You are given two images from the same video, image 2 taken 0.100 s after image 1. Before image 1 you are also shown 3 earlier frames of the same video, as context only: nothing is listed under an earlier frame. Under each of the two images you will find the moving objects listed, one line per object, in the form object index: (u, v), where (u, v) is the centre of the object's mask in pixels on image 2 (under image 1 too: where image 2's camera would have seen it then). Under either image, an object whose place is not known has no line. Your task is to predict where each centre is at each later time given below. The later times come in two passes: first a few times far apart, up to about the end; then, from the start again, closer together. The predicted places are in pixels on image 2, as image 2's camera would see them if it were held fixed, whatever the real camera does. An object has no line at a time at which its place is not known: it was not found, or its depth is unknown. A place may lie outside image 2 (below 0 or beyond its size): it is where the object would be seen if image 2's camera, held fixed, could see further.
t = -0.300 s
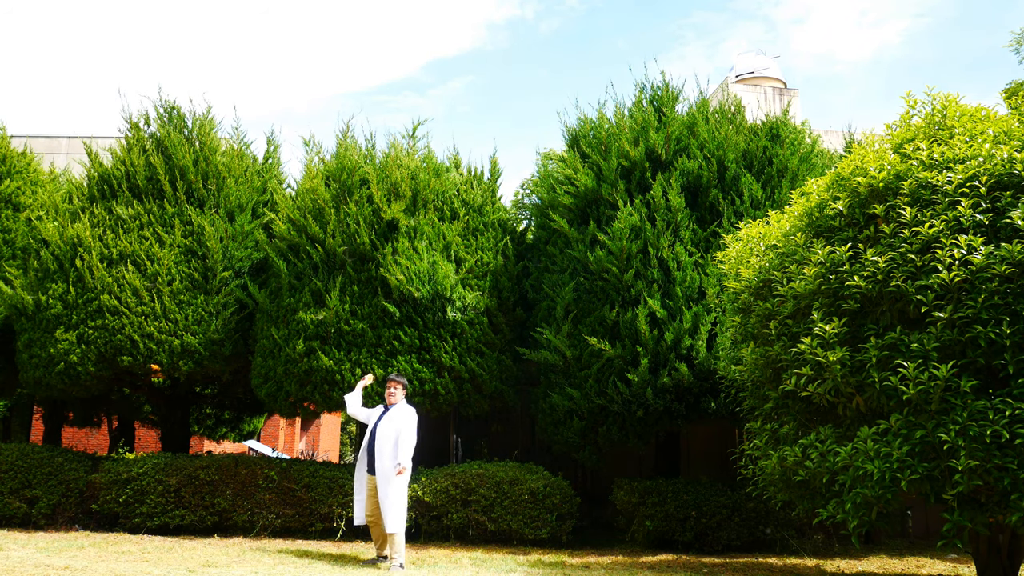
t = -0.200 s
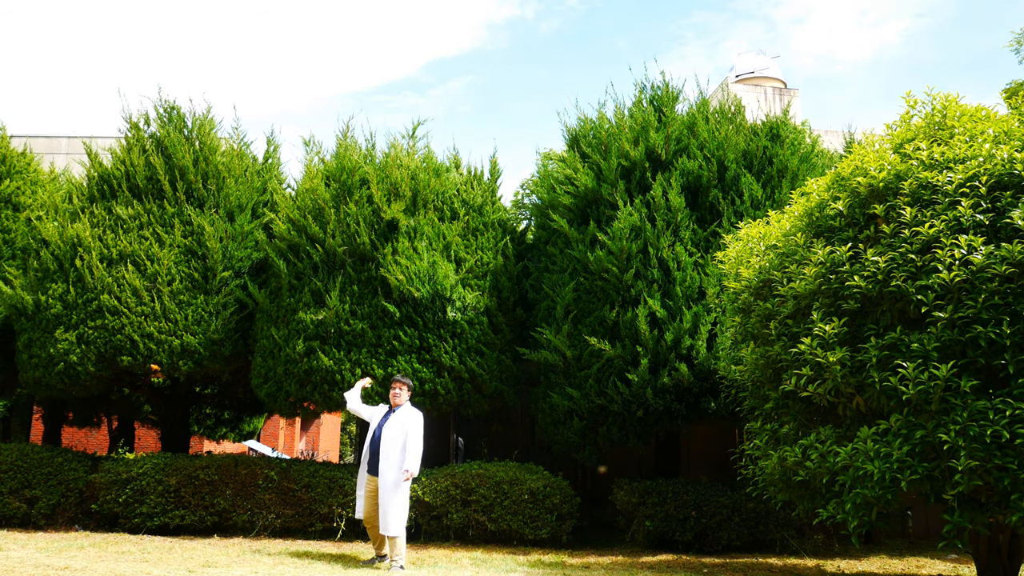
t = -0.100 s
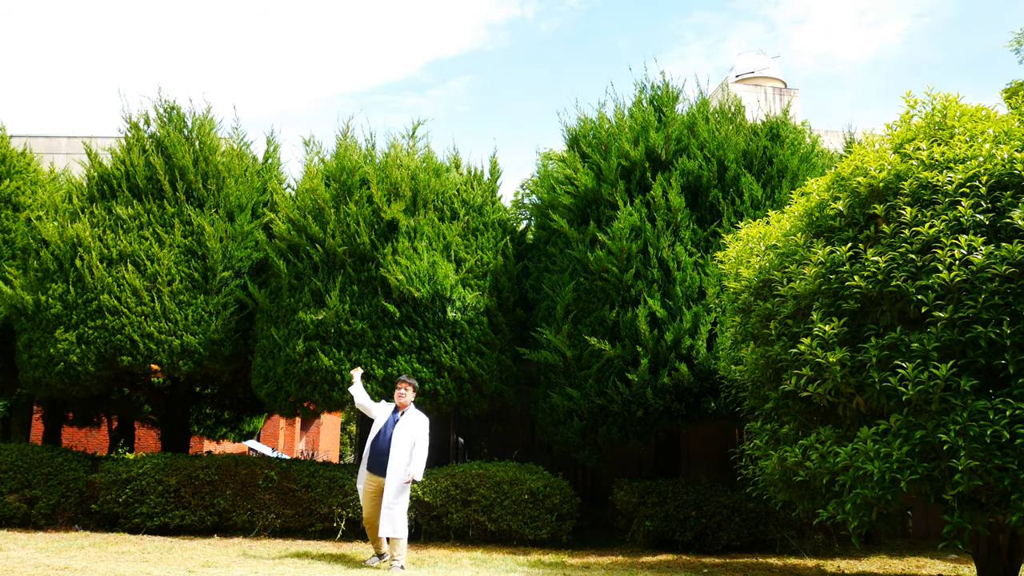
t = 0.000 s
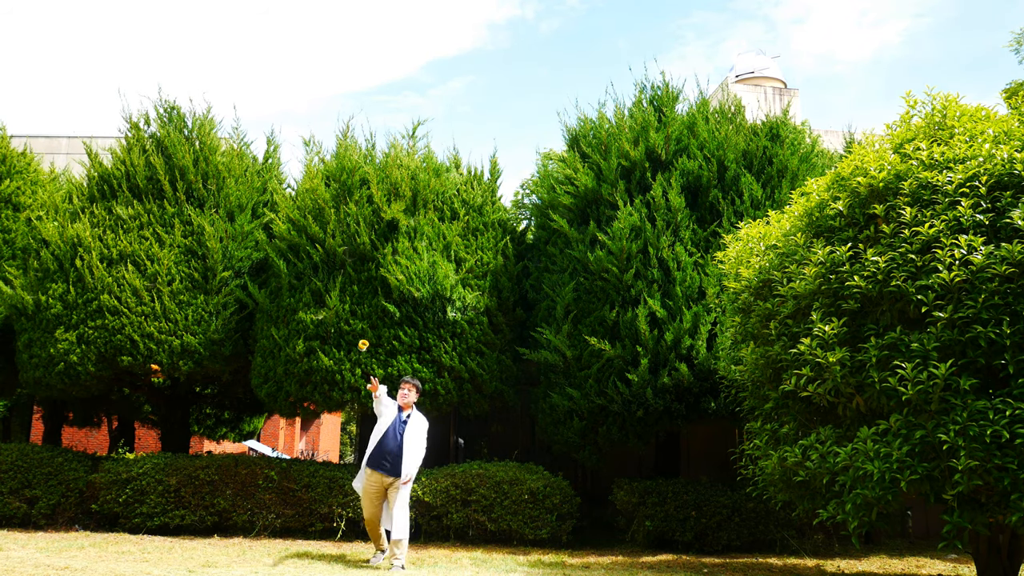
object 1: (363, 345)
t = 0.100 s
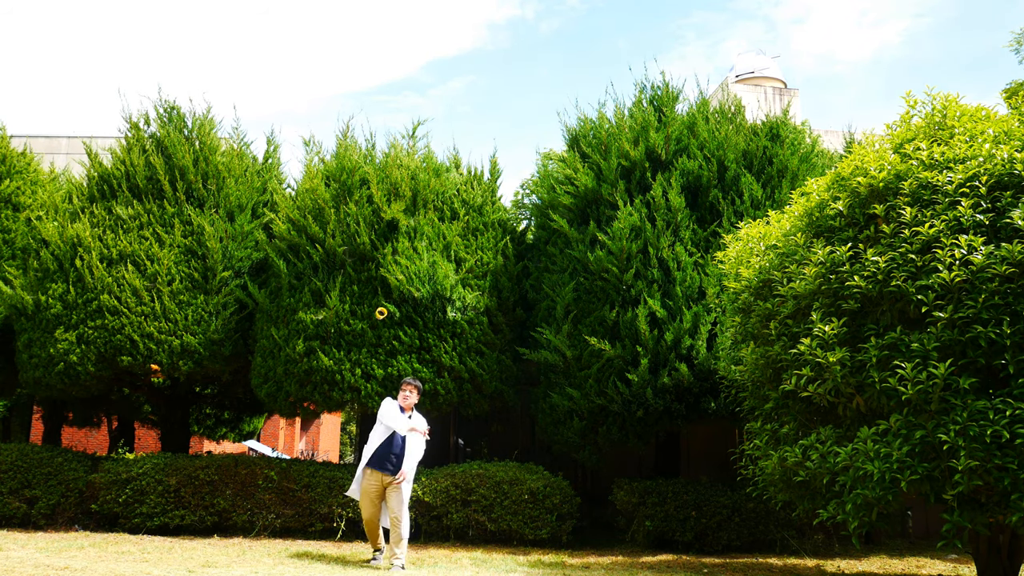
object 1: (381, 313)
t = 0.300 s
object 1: (432, 246)
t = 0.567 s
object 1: (584, 170)
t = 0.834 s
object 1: (995, 198)
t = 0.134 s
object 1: (387, 304)
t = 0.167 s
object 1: (395, 293)
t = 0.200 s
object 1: (402, 280)
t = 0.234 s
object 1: (410, 269)
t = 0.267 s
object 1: (421, 258)
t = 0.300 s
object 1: (432, 246)
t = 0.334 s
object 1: (444, 234)
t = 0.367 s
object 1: (457, 223)
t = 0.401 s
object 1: (472, 213)
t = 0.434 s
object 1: (491, 203)
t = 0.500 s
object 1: (534, 183)
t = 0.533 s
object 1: (556, 176)
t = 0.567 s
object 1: (584, 170)
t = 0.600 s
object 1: (615, 165)
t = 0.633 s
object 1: (651, 161)
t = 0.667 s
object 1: (690, 159)
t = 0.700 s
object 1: (736, 161)
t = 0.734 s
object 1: (788, 164)
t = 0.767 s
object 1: (846, 169)
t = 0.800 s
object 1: (915, 181)
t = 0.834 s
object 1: (995, 198)
